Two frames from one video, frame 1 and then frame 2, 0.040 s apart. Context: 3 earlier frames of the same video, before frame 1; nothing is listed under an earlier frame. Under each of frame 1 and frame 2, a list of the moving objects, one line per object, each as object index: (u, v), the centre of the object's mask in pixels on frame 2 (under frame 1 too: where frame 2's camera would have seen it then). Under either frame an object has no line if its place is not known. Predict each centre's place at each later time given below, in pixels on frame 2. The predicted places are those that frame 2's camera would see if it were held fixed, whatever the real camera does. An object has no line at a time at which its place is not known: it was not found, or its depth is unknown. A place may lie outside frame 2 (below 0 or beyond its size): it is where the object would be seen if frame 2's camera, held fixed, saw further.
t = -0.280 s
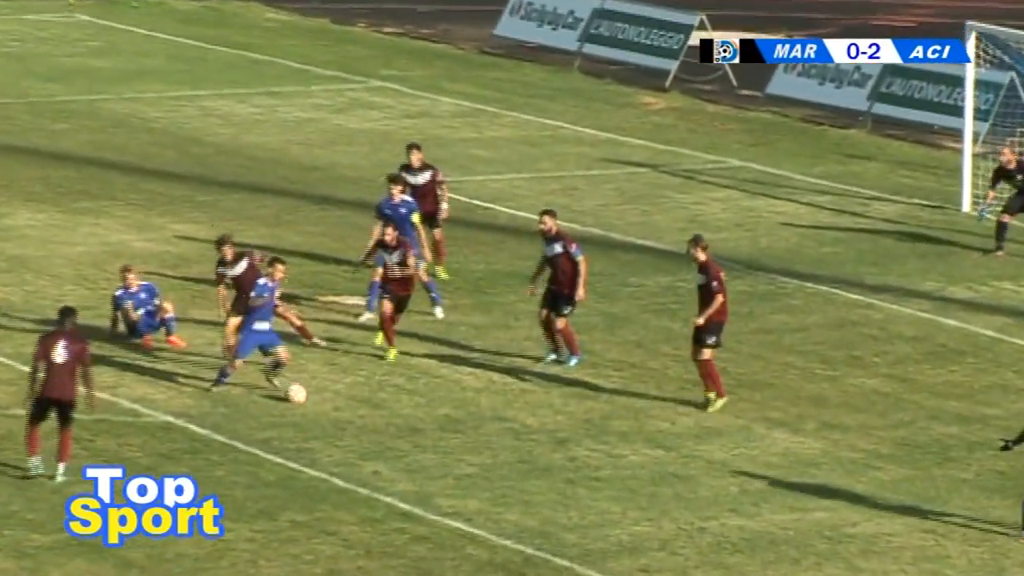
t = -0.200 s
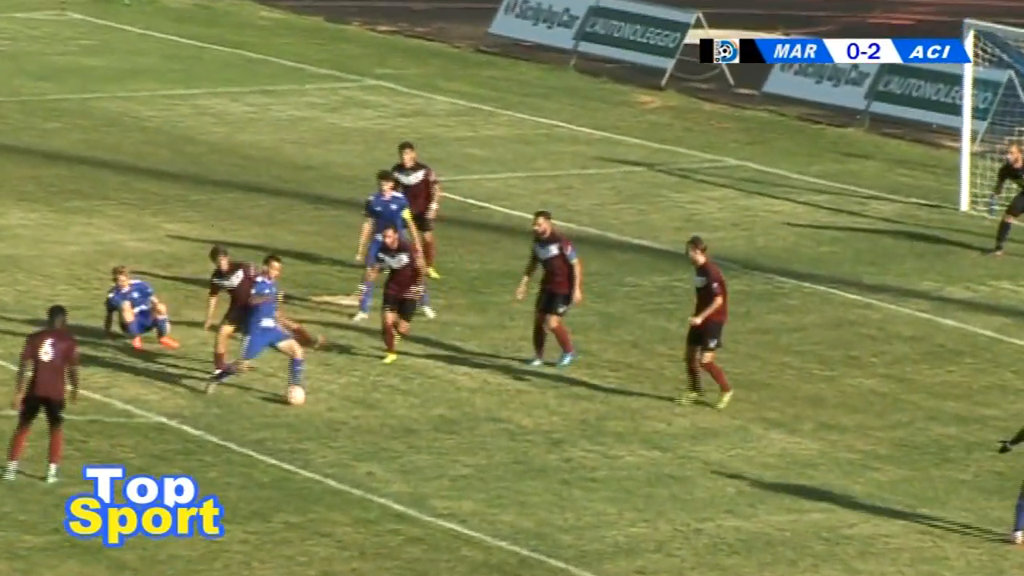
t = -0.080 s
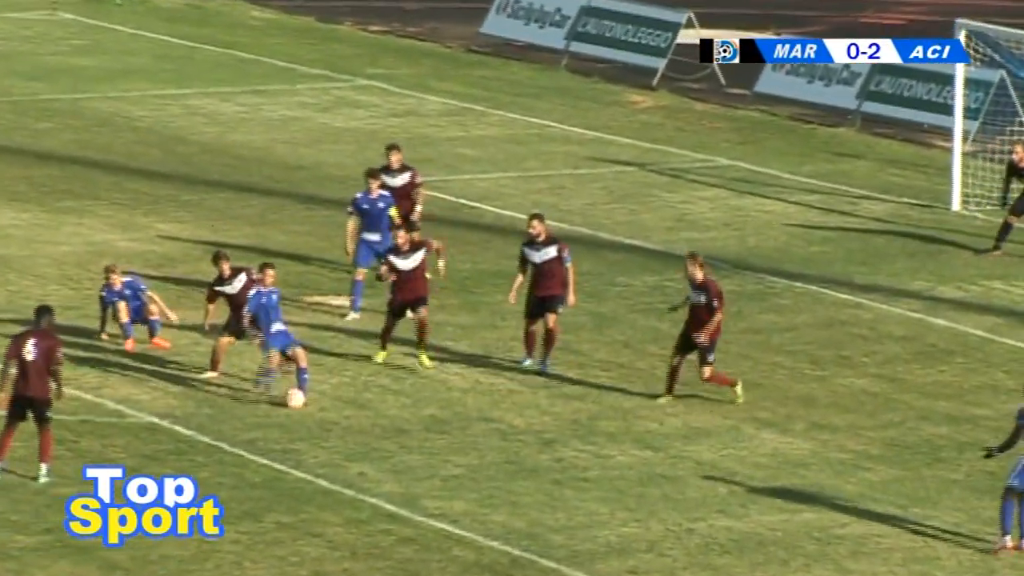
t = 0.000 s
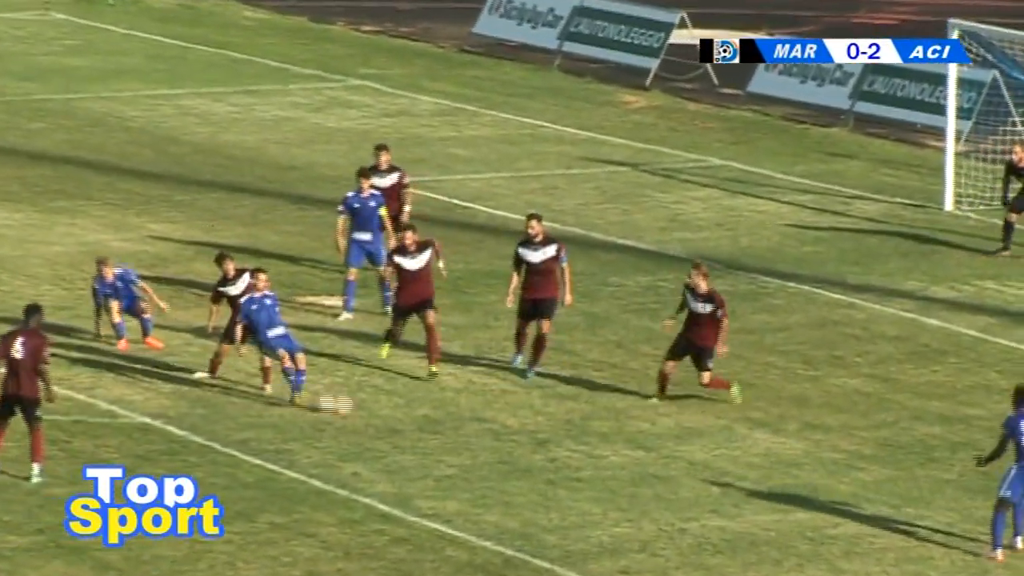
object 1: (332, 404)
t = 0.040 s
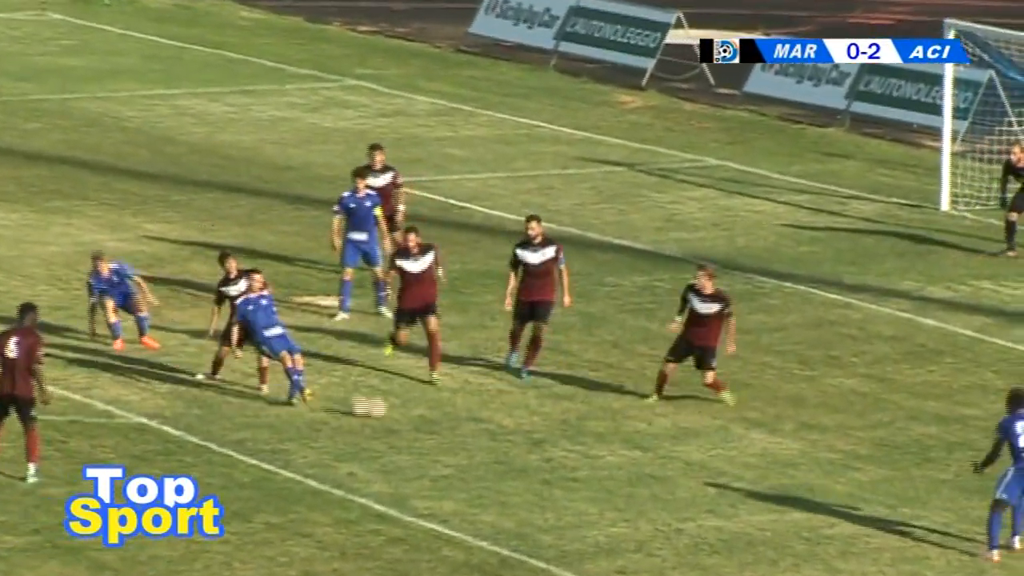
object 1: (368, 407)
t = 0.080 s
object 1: (407, 410)
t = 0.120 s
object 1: (443, 415)
